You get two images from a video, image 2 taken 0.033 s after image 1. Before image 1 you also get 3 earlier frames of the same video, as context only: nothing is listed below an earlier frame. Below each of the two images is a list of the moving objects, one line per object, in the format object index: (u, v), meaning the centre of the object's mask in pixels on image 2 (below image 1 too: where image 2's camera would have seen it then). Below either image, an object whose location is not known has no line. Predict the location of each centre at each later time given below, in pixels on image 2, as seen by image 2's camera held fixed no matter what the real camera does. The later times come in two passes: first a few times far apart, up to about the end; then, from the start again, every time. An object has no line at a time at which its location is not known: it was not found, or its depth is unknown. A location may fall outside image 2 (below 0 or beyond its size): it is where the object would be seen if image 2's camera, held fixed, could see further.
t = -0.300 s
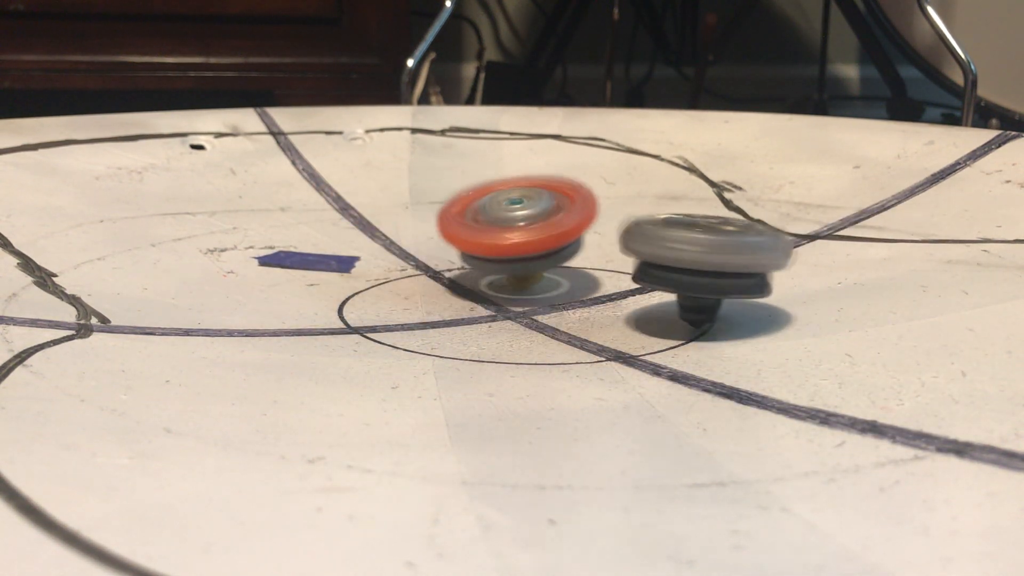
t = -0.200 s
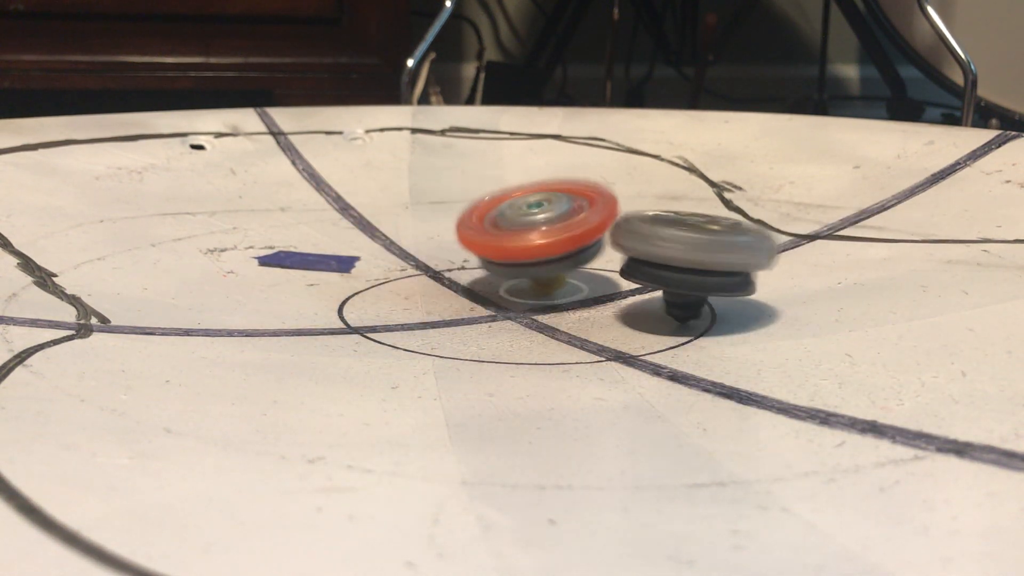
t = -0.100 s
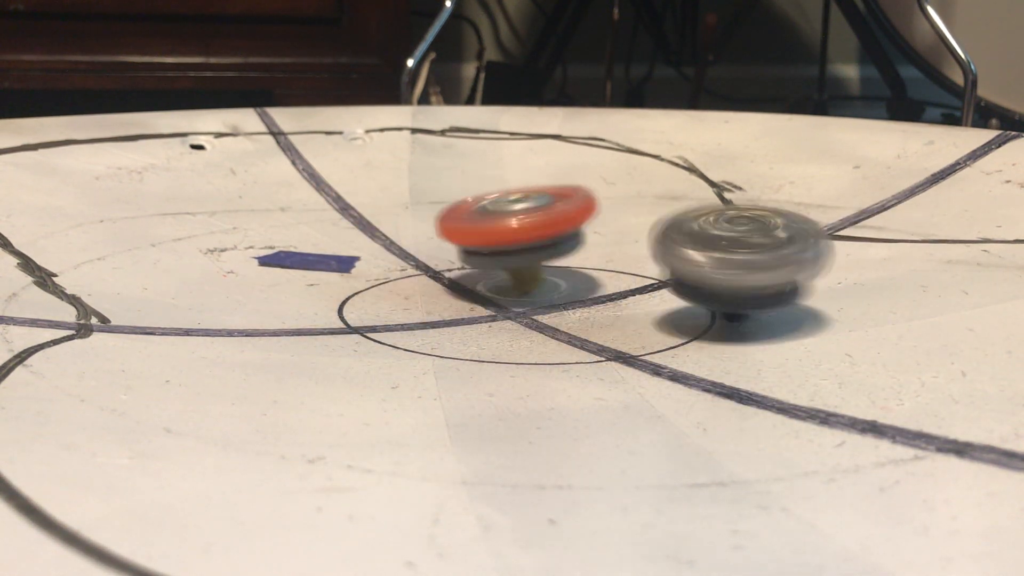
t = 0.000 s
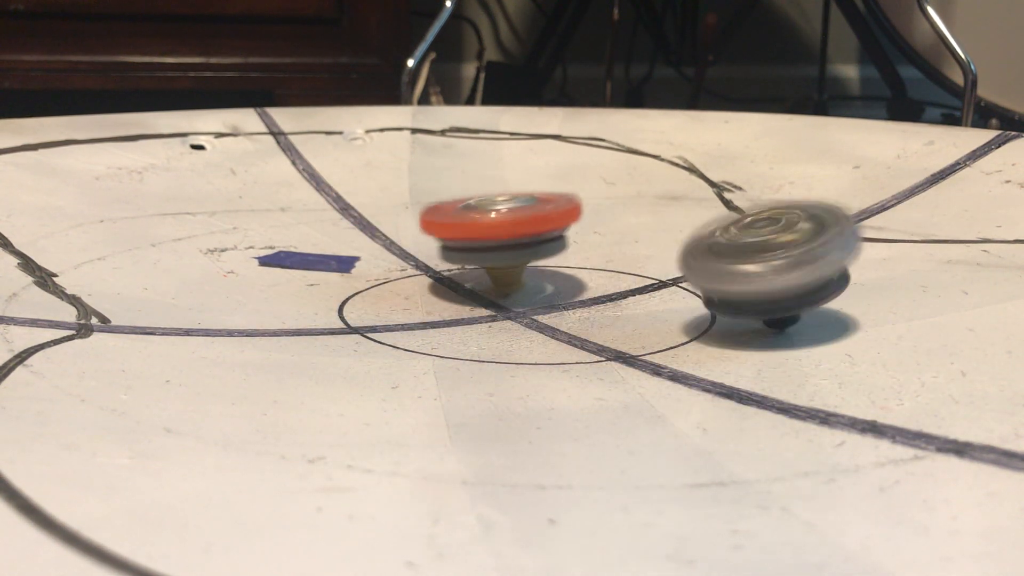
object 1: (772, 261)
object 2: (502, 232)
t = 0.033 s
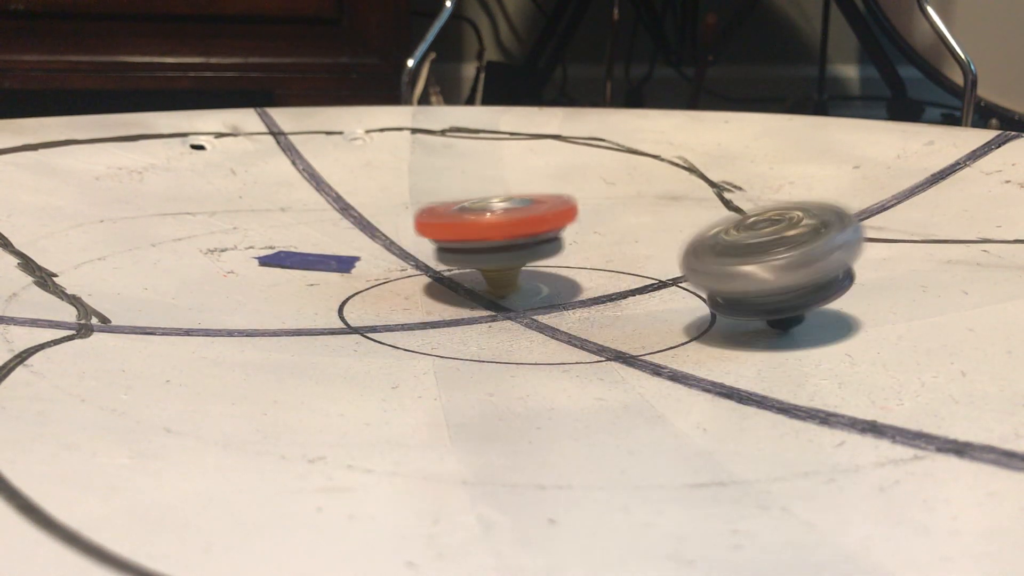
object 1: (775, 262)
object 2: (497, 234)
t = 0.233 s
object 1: (757, 273)
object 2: (467, 243)
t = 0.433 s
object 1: (686, 275)
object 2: (433, 247)
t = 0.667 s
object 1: (626, 266)
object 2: (399, 248)
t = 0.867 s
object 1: (635, 248)
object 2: (387, 247)
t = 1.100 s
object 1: (661, 241)
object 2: (409, 248)
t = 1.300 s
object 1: (666, 252)
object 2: (446, 249)
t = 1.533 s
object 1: (676, 259)
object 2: (446, 248)
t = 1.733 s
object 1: (643, 259)
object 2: (440, 248)
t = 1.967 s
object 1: (660, 250)
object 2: (423, 247)
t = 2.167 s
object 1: (689, 252)
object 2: (410, 244)
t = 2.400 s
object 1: (665, 260)
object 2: (423, 240)
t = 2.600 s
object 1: (612, 259)
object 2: (449, 241)
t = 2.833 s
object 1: (776, 268)
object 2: (394, 228)
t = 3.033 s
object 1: (847, 287)
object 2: (388, 220)
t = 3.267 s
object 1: (709, 296)
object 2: (405, 223)
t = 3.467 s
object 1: (627, 277)
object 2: (431, 232)
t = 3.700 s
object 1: (665, 264)
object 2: (439, 246)
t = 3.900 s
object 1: (657, 269)
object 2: (422, 255)
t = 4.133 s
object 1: (605, 265)
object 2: (382, 256)
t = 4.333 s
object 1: (618, 259)
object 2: (355, 252)
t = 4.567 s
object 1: (602, 261)
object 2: (365, 246)
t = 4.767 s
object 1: (581, 259)
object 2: (404, 247)
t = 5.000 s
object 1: (703, 255)
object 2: (396, 249)
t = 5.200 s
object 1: (776, 261)
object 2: (408, 255)
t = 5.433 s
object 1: (777, 286)
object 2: (428, 262)
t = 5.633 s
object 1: (773, 301)
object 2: (435, 268)
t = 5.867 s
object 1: (761, 300)
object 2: (447, 274)
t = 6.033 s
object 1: (778, 284)
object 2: (456, 276)
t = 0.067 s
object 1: (777, 264)
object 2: (492, 236)
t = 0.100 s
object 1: (777, 265)
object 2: (487, 237)
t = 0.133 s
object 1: (776, 267)
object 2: (483, 238)
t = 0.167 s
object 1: (772, 269)
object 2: (478, 240)
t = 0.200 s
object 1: (767, 271)
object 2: (472, 242)
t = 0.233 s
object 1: (757, 273)
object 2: (467, 243)
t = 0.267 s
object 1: (747, 274)
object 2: (461, 244)
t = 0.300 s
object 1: (736, 275)
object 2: (456, 245)
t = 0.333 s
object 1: (723, 275)
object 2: (450, 245)
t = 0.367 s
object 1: (712, 275)
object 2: (444, 246)
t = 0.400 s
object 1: (698, 275)
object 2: (438, 247)
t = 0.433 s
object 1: (686, 275)
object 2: (433, 247)
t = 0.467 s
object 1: (675, 274)
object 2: (428, 248)
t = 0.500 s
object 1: (663, 274)
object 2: (422, 248)
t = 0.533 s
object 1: (652, 273)
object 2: (417, 248)
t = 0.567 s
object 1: (643, 271)
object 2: (411, 248)
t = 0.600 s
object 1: (636, 270)
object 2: (407, 248)
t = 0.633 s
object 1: (631, 269)
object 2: (403, 248)
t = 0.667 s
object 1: (626, 266)
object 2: (399, 248)
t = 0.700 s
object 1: (623, 263)
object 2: (396, 248)
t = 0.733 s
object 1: (623, 260)
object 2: (394, 248)
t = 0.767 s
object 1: (625, 257)
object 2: (393, 248)
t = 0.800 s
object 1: (629, 254)
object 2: (391, 248)
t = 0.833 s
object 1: (632, 251)
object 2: (389, 248)
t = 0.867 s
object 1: (635, 248)
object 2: (387, 247)
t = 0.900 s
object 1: (639, 245)
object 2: (388, 247)
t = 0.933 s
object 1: (644, 242)
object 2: (390, 248)
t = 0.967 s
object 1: (649, 240)
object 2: (392, 247)
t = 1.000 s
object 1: (654, 239)
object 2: (393, 248)
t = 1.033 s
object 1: (657, 239)
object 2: (396, 248)
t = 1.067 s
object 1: (658, 240)
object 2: (402, 247)
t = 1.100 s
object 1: (661, 241)
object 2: (409, 248)
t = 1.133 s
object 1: (664, 242)
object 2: (416, 248)
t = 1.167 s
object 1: (667, 243)
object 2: (422, 248)
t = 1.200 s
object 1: (670, 245)
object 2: (428, 248)
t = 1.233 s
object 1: (670, 247)
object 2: (434, 248)
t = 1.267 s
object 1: (669, 249)
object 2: (441, 248)
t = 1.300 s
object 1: (666, 252)
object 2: (446, 249)
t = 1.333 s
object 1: (661, 253)
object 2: (452, 248)
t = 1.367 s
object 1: (656, 255)
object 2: (459, 248)
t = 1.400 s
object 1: (649, 256)
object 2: (465, 249)
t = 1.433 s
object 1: (647, 257)
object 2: (465, 249)
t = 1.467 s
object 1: (662, 257)
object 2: (454, 248)
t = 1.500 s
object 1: (672, 258)
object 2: (448, 249)
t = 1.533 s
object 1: (676, 259)
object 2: (446, 248)
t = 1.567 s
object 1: (674, 260)
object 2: (443, 248)
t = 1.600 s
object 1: (667, 260)
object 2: (441, 248)
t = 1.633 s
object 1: (661, 260)
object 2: (439, 247)
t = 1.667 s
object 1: (655, 260)
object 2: (438, 248)
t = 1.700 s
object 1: (649, 260)
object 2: (438, 248)
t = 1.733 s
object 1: (643, 259)
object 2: (440, 248)
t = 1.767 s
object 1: (637, 259)
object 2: (443, 248)
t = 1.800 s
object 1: (632, 258)
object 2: (445, 248)
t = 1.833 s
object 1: (628, 257)
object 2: (446, 249)
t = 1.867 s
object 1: (623, 256)
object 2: (448, 248)
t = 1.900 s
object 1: (624, 254)
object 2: (447, 248)
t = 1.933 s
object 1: (645, 252)
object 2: (432, 247)
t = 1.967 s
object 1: (660, 250)
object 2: (423, 247)
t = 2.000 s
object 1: (667, 251)
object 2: (418, 246)
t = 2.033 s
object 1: (670, 249)
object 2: (416, 246)
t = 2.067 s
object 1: (675, 249)
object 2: (413, 245)
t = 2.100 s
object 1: (680, 249)
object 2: (411, 244)
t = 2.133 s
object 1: (685, 250)
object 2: (410, 244)
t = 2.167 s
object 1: (689, 252)
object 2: (410, 244)
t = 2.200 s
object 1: (689, 254)
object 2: (409, 243)
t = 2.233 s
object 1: (689, 256)
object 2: (410, 242)
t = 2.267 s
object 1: (688, 257)
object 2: (412, 242)
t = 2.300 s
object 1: (684, 259)
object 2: (414, 241)
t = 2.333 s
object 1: (679, 259)
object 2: (415, 240)
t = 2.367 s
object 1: (673, 260)
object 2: (419, 240)
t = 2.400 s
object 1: (665, 260)
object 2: (423, 240)
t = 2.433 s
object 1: (655, 260)
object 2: (427, 240)
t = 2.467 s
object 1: (646, 261)
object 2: (432, 240)
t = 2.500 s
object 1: (637, 261)
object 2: (436, 241)
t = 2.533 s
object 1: (629, 260)
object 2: (440, 241)
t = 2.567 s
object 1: (619, 260)
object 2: (444, 241)
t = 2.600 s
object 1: (612, 259)
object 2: (449, 241)
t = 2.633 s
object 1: (616, 259)
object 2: (448, 241)
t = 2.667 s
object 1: (616, 257)
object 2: (449, 240)
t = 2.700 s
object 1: (615, 255)
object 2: (451, 240)
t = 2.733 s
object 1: (662, 261)
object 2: (428, 235)
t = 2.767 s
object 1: (703, 259)
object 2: (409, 233)
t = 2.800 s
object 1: (745, 264)
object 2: (399, 230)
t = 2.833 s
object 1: (776, 268)
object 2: (394, 228)
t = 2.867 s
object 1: (803, 269)
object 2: (392, 227)
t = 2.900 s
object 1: (825, 273)
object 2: (391, 225)
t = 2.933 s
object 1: (841, 277)
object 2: (388, 224)
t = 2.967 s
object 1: (849, 281)
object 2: (388, 222)
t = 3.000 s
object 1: (853, 286)
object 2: (388, 221)
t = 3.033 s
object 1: (847, 287)
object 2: (388, 220)
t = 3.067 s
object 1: (837, 289)
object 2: (389, 219)
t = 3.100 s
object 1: (825, 291)
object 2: (388, 220)
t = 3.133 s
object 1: (807, 293)
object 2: (388, 221)
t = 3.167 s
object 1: (785, 295)
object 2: (391, 221)
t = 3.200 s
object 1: (760, 296)
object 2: (395, 222)
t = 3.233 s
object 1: (738, 295)
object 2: (399, 222)
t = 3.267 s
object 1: (709, 296)
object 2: (405, 223)
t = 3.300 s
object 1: (682, 293)
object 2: (408, 225)
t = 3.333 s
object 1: (660, 294)
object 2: (413, 226)
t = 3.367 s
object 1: (646, 291)
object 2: (419, 227)
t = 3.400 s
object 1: (633, 289)
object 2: (422, 229)
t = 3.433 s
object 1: (629, 285)
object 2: (428, 230)
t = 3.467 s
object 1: (627, 277)
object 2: (431, 232)
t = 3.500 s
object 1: (629, 275)
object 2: (433, 234)
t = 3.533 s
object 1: (635, 273)
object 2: (436, 236)
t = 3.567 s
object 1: (641, 269)
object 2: (437, 238)
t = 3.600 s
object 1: (645, 265)
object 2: (438, 239)
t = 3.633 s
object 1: (655, 265)
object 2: (440, 242)
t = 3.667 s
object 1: (661, 261)
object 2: (440, 244)
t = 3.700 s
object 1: (665, 264)
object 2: (439, 246)
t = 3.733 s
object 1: (668, 264)
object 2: (439, 248)
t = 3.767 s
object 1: (669, 269)
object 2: (436, 250)
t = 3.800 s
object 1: (671, 270)
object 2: (434, 251)
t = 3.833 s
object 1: (668, 270)
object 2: (430, 253)
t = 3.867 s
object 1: (663, 267)
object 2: (426, 254)
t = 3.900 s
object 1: (657, 269)
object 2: (422, 255)
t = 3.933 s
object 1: (649, 268)
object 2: (416, 255)
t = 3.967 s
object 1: (643, 269)
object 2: (411, 256)
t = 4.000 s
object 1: (633, 270)
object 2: (406, 255)
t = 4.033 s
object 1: (622, 269)
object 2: (400, 256)
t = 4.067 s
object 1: (614, 268)
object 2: (395, 256)
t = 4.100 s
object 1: (608, 269)
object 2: (389, 256)
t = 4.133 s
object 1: (605, 265)
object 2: (382, 256)
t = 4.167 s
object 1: (604, 262)
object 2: (377, 256)
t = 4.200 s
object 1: (608, 261)
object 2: (371, 256)
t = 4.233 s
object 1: (611, 258)
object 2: (367, 255)
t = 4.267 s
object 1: (615, 259)
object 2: (363, 254)
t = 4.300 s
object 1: (618, 258)
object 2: (358, 253)
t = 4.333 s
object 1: (618, 259)
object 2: (355, 252)
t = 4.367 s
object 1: (621, 259)
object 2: (354, 251)
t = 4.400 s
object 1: (622, 263)
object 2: (354, 250)
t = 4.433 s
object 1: (622, 263)
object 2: (355, 249)
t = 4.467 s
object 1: (620, 264)
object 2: (355, 248)
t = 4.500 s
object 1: (616, 262)
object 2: (359, 247)
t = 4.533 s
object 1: (607, 262)
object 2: (362, 246)
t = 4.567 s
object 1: (602, 261)
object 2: (365, 246)
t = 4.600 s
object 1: (592, 263)
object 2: (372, 245)
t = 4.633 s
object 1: (587, 263)
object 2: (377, 246)
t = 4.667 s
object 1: (583, 264)
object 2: (384, 246)
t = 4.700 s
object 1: (580, 264)
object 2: (391, 246)
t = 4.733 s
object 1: (580, 260)
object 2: (397, 246)
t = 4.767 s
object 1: (581, 259)
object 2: (404, 247)
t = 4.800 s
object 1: (583, 257)
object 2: (410, 247)
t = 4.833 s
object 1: (591, 258)
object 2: (413, 248)
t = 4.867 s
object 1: (616, 256)
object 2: (401, 247)
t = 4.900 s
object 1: (642, 256)
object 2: (393, 248)
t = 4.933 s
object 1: (663, 255)
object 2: (393, 248)
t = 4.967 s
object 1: (685, 256)
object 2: (395, 249)
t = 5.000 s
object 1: (703, 255)
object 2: (396, 249)
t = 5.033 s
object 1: (722, 255)
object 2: (398, 250)
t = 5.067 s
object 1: (737, 256)
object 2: (398, 252)
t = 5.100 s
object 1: (751, 256)
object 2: (402, 252)
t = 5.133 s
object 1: (763, 257)
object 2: (402, 253)
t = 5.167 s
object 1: (770, 261)
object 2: (405, 254)
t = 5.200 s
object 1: (776, 261)
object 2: (408, 255)
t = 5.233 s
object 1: (783, 265)
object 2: (410, 257)
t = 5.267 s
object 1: (784, 270)
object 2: (414, 257)
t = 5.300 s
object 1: (787, 272)
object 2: (416, 259)
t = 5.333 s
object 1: (787, 275)
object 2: (419, 259)
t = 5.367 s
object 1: (785, 277)
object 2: (422, 260)
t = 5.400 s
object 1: (780, 282)
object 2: (425, 261)
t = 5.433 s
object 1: (777, 286)
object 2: (428, 262)
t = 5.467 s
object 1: (771, 289)
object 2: (430, 263)
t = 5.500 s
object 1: (768, 291)
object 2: (432, 264)
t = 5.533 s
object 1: (766, 294)
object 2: (433, 265)
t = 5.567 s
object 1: (765, 297)
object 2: (435, 266)
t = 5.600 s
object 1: (768, 300)
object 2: (437, 267)
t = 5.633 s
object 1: (773, 301)
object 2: (435, 268)
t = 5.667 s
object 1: (779, 301)
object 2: (437, 269)
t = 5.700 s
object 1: (783, 302)
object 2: (440, 269)
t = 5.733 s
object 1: (783, 302)
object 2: (440, 270)
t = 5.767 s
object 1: (779, 302)
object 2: (441, 271)
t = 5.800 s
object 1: (773, 301)
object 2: (443, 272)
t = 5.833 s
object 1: (766, 301)
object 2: (446, 273)
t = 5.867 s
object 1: (761, 300)
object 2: (447, 274)
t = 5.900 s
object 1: (759, 298)
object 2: (450, 273)
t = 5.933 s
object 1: (758, 294)
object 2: (451, 274)
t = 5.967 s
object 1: (761, 290)
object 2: (453, 275)
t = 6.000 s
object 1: (768, 287)
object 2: (455, 275)
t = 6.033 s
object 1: (778, 284)
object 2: (456, 276)
